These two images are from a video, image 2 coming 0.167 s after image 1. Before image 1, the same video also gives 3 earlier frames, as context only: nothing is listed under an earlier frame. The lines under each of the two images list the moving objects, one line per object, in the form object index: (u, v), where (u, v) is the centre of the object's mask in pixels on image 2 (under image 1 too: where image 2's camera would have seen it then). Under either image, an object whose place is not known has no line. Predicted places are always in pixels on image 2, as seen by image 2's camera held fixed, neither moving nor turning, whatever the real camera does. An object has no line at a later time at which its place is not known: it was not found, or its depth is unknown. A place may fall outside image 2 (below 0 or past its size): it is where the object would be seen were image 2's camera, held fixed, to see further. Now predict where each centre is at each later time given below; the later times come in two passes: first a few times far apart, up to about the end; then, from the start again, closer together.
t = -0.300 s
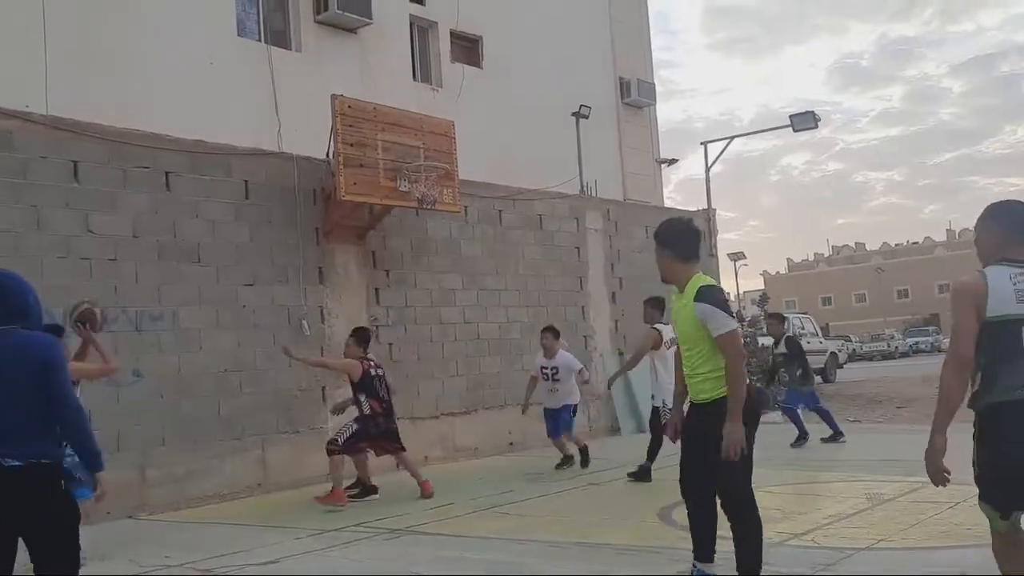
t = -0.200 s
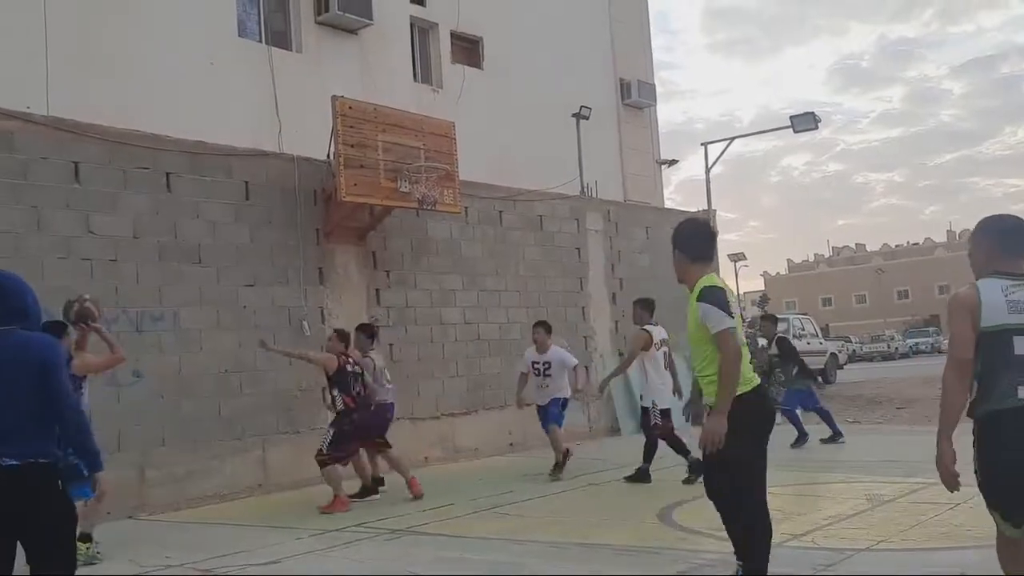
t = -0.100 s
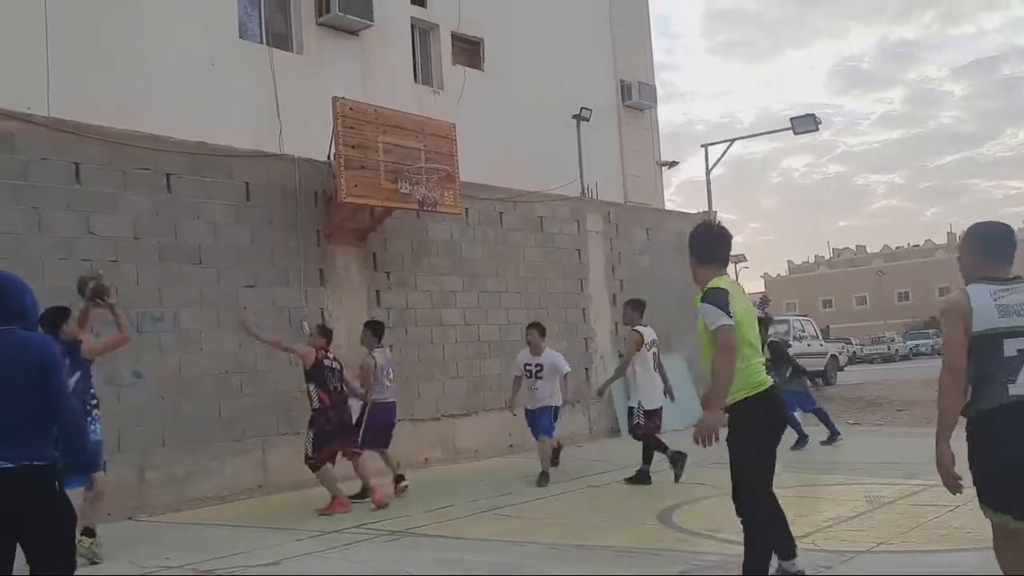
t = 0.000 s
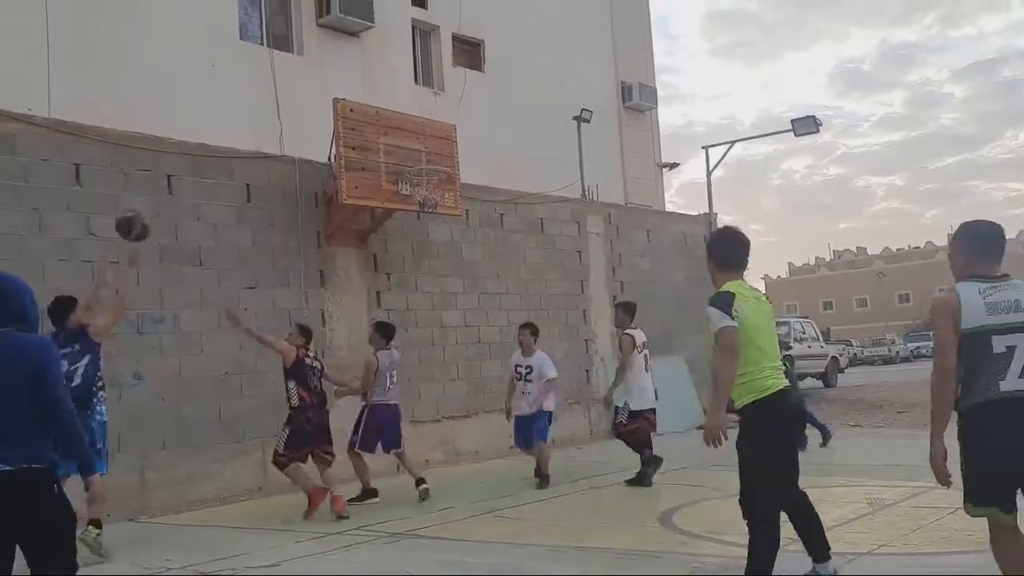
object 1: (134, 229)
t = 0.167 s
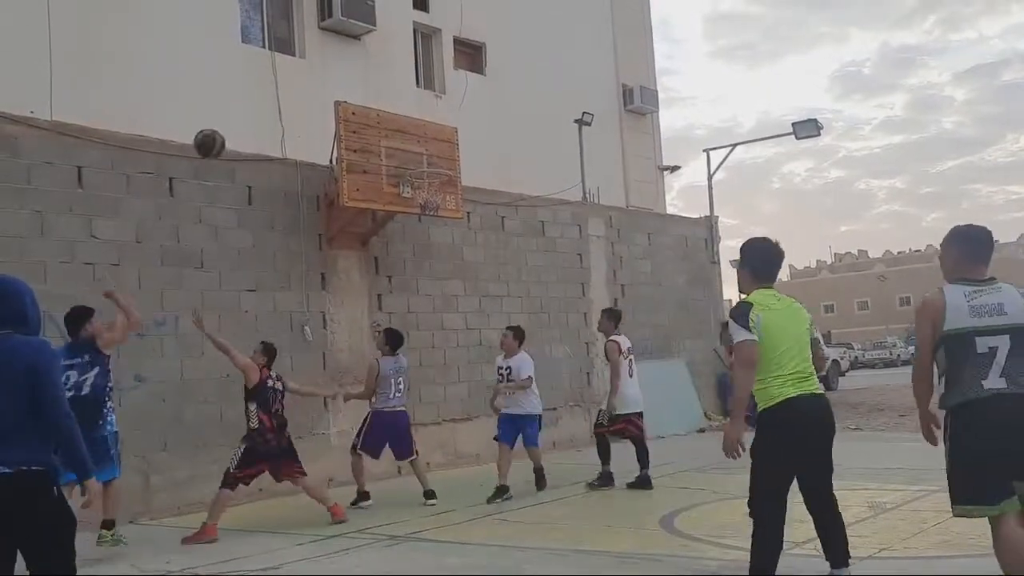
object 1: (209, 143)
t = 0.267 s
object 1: (249, 114)
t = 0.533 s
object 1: (340, 96)
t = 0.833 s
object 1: (428, 159)
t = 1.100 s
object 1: (439, 161)
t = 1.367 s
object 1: (431, 161)
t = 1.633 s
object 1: (428, 210)
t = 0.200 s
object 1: (223, 132)
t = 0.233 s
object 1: (236, 122)
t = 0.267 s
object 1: (249, 114)
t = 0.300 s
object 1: (261, 107)
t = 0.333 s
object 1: (273, 102)
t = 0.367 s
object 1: (285, 98)
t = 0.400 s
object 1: (296, 95)
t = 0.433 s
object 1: (308, 93)
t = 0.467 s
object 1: (319, 93)
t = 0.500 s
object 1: (330, 94)
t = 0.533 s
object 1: (340, 96)
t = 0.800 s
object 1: (418, 149)
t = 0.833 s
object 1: (428, 159)
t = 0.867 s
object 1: (436, 170)
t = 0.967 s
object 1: (421, 173)
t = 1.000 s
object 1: (428, 170)
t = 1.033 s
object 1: (439, 170)
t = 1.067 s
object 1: (441, 163)
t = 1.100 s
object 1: (439, 161)
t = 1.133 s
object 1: (438, 158)
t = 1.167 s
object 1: (437, 157)
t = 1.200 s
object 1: (436, 156)
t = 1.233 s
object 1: (435, 156)
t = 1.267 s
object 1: (434, 156)
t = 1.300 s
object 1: (434, 158)
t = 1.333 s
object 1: (433, 159)
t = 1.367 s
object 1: (431, 161)
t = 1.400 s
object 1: (432, 163)
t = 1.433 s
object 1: (432, 174)
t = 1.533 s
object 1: (431, 200)
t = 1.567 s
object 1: (429, 203)
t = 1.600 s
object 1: (429, 205)
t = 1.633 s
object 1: (428, 210)
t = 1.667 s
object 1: (428, 215)
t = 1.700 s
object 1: (429, 226)
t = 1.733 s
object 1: (429, 232)
